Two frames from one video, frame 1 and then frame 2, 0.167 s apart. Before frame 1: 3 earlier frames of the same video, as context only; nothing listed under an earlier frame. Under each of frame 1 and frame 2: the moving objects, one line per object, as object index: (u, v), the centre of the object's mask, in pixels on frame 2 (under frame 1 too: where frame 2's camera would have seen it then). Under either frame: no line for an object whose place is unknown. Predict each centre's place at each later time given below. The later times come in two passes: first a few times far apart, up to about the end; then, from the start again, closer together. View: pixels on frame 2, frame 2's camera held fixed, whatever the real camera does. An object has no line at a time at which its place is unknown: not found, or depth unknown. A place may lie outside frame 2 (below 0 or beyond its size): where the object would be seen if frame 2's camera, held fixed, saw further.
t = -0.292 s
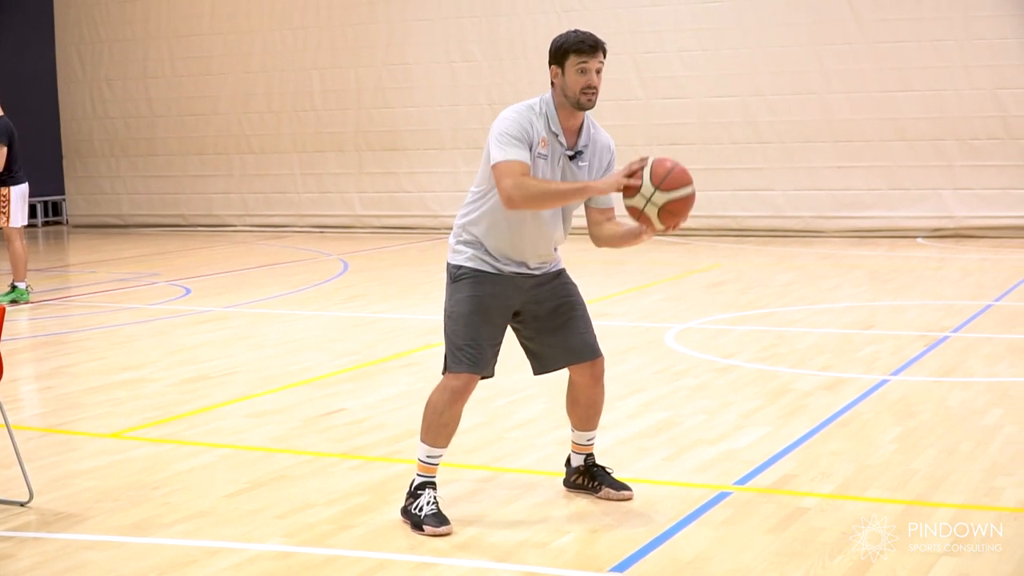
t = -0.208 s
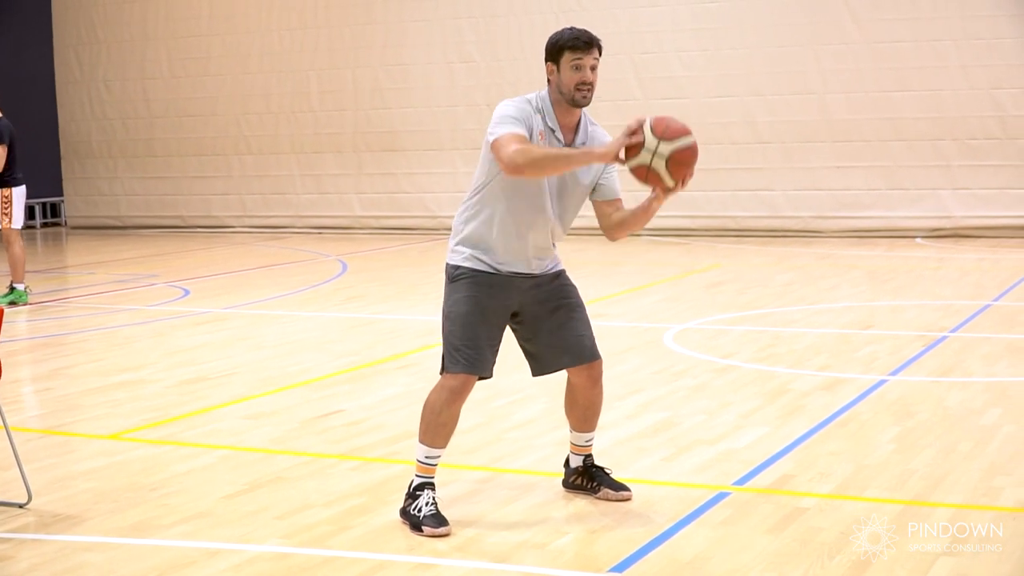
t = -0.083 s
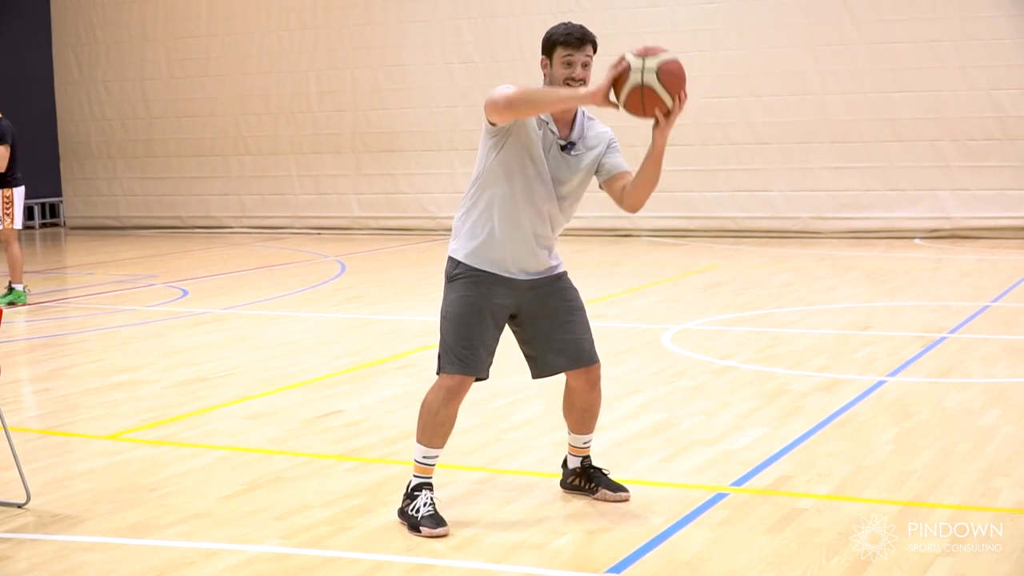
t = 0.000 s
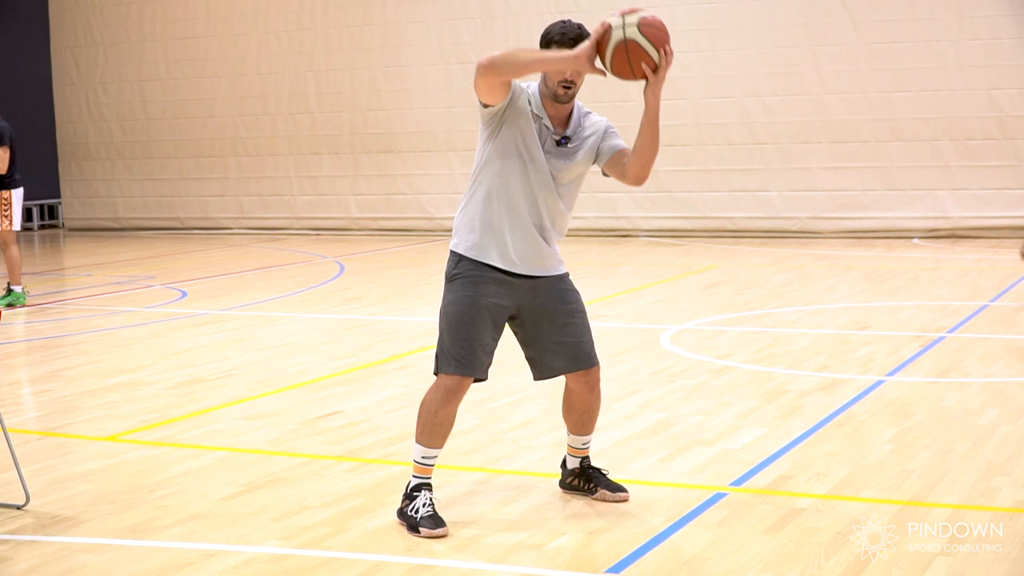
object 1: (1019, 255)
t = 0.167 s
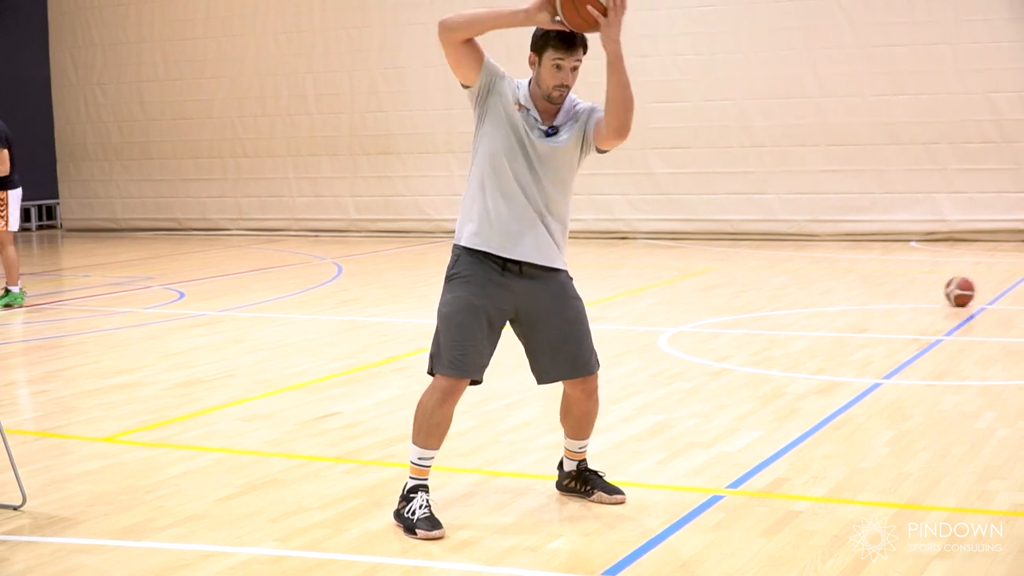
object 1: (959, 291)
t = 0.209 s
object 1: (944, 283)
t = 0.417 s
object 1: (867, 268)
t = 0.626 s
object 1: (788, 271)
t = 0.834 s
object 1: (724, 275)
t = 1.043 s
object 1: (663, 270)
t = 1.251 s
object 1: (601, 269)
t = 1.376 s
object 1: (571, 270)
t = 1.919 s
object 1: (435, 265)
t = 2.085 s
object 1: (399, 263)
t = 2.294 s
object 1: (358, 260)
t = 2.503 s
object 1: (319, 258)
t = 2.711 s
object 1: (279, 256)
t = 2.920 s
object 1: (246, 255)
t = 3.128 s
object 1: (211, 253)
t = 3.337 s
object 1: (182, 251)
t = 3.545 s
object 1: (151, 249)
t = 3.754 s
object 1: (124, 248)
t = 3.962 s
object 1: (99, 247)
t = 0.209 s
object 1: (944, 283)
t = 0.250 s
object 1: (928, 276)
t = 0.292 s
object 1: (912, 271)
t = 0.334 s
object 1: (896, 268)
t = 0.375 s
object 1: (882, 267)
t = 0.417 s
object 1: (867, 268)
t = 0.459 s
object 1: (852, 271)
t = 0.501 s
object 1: (837, 276)
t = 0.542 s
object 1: (823, 283)
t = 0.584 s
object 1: (802, 276)
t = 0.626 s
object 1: (788, 271)
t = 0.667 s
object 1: (775, 268)
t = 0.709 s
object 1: (762, 267)
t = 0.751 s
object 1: (749, 268)
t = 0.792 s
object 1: (736, 270)
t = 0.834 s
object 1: (724, 275)
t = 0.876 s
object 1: (711, 279)
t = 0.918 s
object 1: (699, 274)
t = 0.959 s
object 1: (686, 271)
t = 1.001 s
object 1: (675, 269)
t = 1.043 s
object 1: (663, 270)
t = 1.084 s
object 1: (646, 275)
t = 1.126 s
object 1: (634, 273)
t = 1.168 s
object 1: (623, 270)
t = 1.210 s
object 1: (613, 269)
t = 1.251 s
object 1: (601, 269)
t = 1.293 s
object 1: (591, 272)
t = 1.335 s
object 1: (580, 272)
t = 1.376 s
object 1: (571, 270)
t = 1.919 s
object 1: (435, 265)
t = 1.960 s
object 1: (429, 265)
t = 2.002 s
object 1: (421, 264)
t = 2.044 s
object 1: (411, 264)
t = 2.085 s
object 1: (399, 263)
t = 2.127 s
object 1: (390, 262)
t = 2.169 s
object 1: (382, 262)
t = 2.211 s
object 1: (374, 261)
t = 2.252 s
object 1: (366, 261)
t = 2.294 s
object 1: (358, 260)
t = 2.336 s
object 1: (350, 260)
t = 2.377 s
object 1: (343, 259)
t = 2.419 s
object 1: (335, 260)
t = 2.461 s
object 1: (327, 259)
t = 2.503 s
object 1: (319, 258)
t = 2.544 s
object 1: (308, 258)
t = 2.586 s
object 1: (301, 258)
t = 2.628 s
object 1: (294, 257)
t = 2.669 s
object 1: (287, 257)
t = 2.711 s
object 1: (279, 256)
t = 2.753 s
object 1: (273, 256)
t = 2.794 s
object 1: (266, 256)
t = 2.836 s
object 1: (259, 256)
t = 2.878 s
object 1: (252, 255)
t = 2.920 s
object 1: (246, 255)
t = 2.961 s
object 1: (238, 255)
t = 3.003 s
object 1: (233, 254)
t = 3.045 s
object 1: (223, 253)
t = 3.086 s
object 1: (218, 253)
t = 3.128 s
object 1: (211, 253)
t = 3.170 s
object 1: (205, 253)
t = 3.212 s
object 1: (200, 252)
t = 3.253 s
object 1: (194, 252)
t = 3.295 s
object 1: (188, 252)
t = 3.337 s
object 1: (182, 251)
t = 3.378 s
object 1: (176, 251)
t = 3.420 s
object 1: (171, 251)
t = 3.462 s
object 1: (165, 250)
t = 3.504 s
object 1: (158, 250)
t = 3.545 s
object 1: (151, 249)
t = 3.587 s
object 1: (146, 249)
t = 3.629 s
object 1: (141, 249)
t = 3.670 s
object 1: (135, 248)
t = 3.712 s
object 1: (129, 249)
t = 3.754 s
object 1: (124, 248)
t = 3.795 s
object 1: (119, 249)
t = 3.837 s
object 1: (113, 247)
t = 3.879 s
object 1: (109, 247)
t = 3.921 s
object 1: (103, 247)
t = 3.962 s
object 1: (99, 247)
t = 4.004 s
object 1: (91, 246)
